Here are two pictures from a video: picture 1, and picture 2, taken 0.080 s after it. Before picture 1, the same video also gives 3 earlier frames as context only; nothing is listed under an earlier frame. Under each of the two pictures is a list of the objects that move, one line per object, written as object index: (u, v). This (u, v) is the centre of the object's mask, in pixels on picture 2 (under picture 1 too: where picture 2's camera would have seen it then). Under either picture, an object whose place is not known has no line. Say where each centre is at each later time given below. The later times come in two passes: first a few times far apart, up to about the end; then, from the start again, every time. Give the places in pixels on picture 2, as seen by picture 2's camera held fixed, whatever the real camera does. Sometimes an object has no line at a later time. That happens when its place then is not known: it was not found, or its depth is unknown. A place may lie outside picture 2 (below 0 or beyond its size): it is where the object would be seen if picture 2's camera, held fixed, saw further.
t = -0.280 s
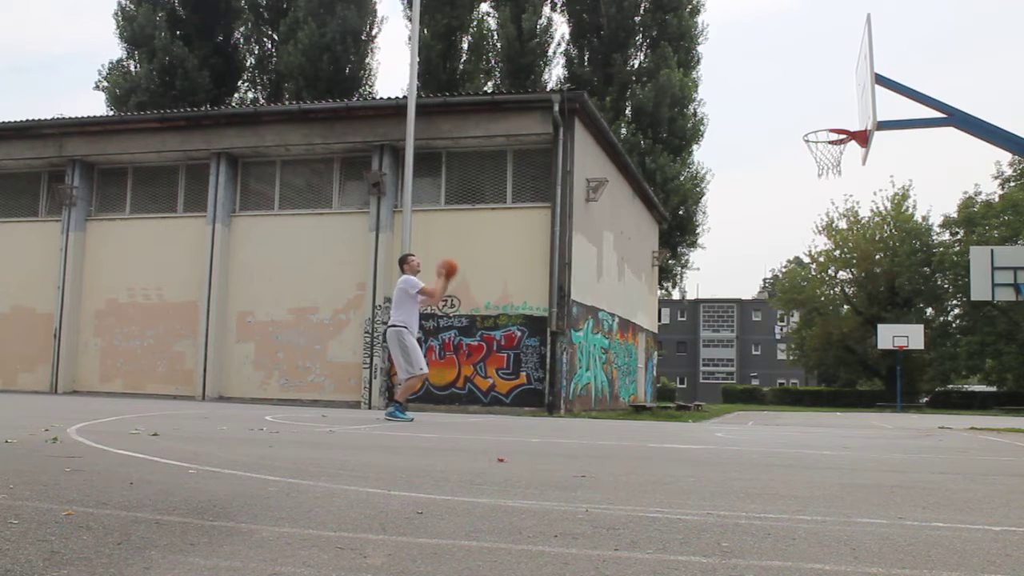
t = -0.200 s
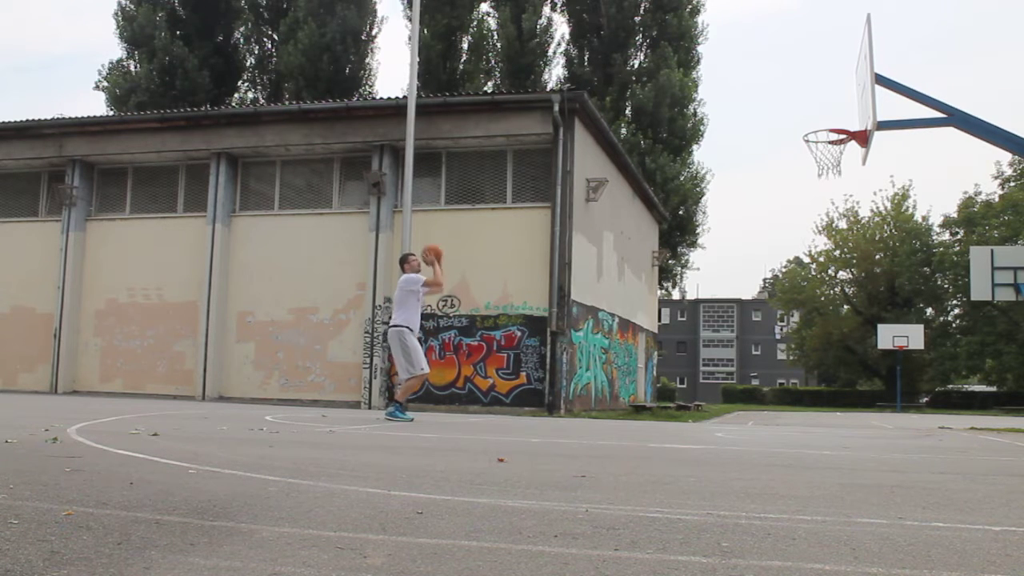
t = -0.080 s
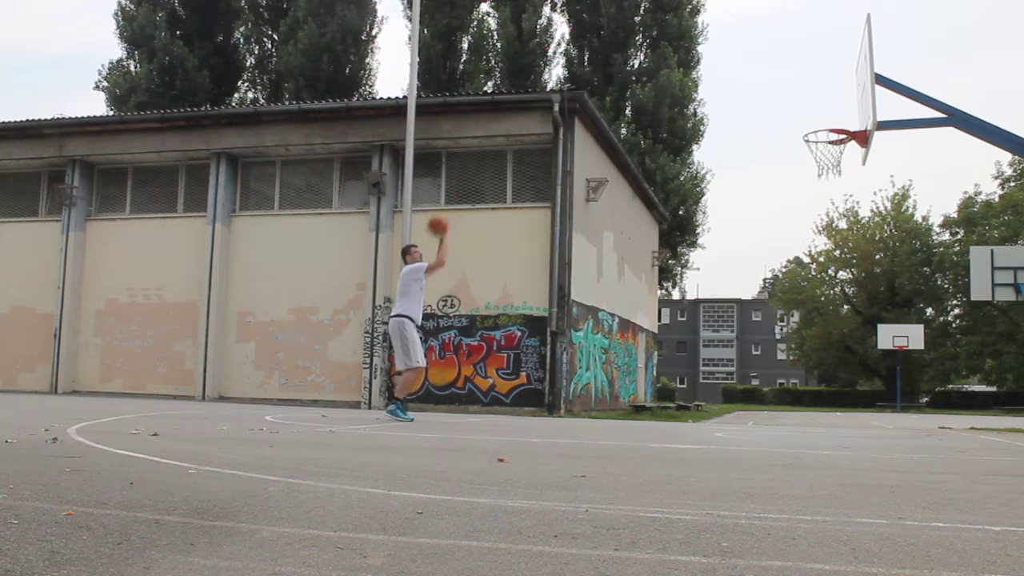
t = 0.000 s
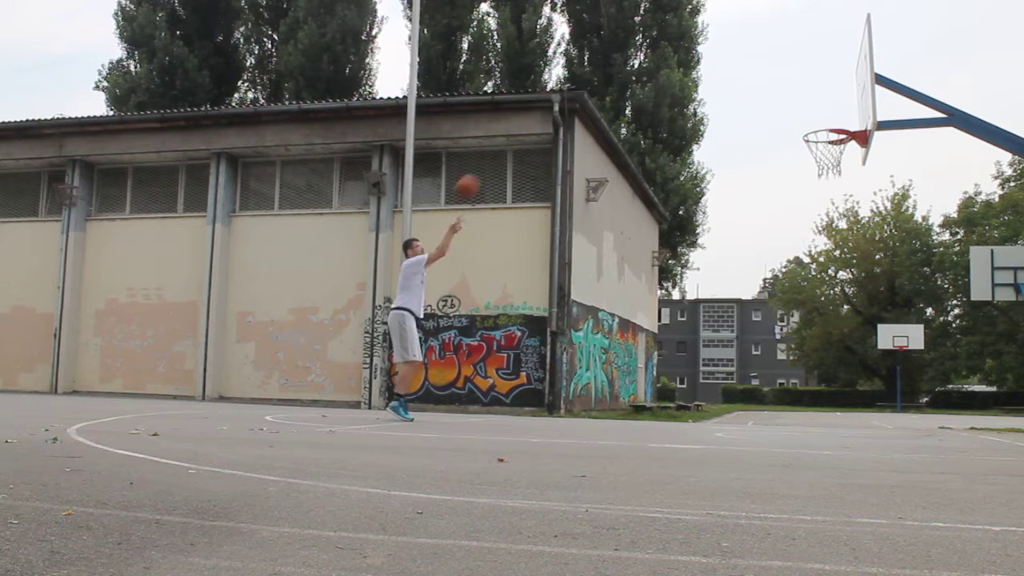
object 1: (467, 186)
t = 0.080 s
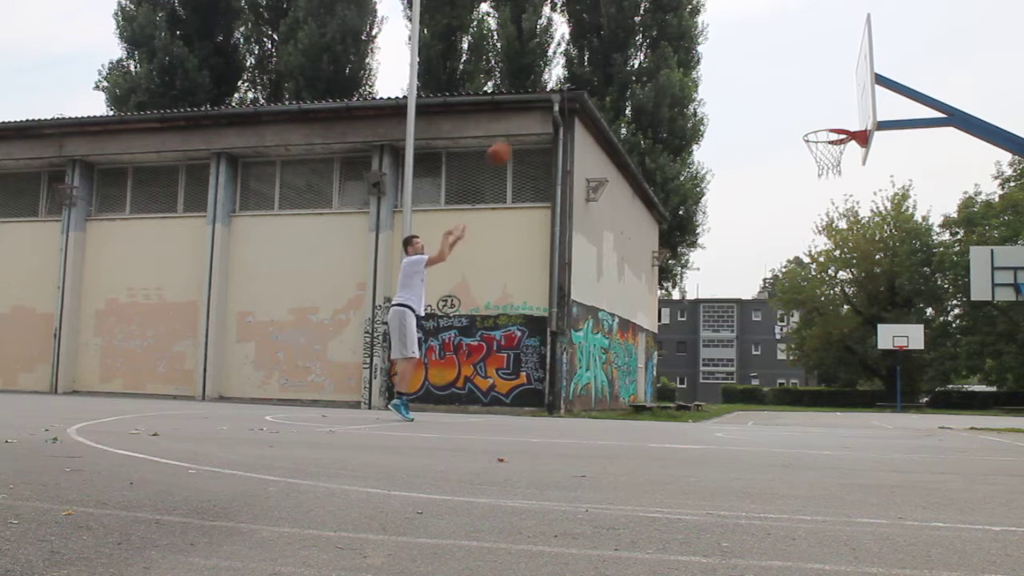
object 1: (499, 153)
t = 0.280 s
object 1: (576, 95)
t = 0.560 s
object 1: (687, 68)
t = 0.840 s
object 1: (804, 115)
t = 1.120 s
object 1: (818, 154)
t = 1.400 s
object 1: (830, 163)
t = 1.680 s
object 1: (850, 209)
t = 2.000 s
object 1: (873, 362)
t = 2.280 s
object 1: (884, 341)
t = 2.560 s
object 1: (895, 267)
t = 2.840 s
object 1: (906, 275)
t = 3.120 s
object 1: (919, 369)
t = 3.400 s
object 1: (932, 364)
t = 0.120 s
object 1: (514, 140)
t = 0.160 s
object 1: (530, 125)
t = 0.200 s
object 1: (546, 113)
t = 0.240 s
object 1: (562, 103)
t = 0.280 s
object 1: (576, 95)
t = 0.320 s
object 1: (593, 87)
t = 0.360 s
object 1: (609, 80)
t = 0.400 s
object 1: (624, 76)
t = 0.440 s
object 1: (641, 72)
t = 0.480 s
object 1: (656, 69)
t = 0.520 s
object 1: (672, 68)
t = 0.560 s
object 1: (687, 68)
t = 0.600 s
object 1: (704, 71)
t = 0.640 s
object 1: (720, 75)
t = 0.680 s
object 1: (737, 80)
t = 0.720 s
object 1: (754, 86)
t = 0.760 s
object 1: (770, 94)
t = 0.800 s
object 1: (787, 103)
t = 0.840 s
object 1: (804, 115)
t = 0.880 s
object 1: (821, 127)
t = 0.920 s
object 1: (832, 139)
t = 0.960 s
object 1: (837, 144)
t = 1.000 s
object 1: (835, 146)
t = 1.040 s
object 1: (830, 149)
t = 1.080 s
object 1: (823, 152)
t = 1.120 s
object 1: (818, 154)
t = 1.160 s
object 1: (815, 156)
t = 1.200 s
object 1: (815, 157)
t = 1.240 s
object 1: (817, 158)
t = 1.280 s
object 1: (819, 159)
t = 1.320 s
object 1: (822, 161)
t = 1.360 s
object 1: (826, 162)
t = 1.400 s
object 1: (830, 163)
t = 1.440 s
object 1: (833, 165)
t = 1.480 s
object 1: (836, 169)
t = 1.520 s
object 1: (838, 173)
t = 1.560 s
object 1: (841, 180)
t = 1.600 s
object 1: (844, 188)
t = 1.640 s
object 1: (847, 197)
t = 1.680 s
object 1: (850, 209)
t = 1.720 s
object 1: (853, 222)
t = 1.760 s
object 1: (856, 236)
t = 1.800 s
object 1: (859, 252)
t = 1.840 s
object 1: (862, 270)
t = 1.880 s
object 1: (865, 290)
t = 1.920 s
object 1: (868, 311)
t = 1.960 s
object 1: (869, 335)
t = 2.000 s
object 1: (873, 362)
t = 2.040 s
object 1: (876, 389)
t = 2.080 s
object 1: (878, 416)
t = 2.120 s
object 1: (881, 414)
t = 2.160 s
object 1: (882, 394)
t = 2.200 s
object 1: (883, 374)
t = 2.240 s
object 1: (884, 358)
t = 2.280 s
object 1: (884, 341)
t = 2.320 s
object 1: (887, 323)
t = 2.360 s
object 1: (888, 311)
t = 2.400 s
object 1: (890, 299)
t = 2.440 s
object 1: (891, 289)
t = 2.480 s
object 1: (892, 280)
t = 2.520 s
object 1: (894, 273)
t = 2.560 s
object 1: (895, 267)
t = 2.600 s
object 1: (896, 264)
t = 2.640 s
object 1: (898, 262)
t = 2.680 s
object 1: (899, 261)
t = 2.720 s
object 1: (900, 261)
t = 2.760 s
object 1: (902, 264)
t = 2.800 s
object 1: (904, 268)
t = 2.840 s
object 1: (906, 275)
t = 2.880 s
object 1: (908, 282)
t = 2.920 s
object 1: (909, 292)
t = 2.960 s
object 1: (911, 303)
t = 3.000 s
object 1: (913, 316)
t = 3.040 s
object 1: (915, 331)
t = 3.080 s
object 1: (918, 353)
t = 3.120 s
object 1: (919, 369)
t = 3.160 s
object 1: (920, 392)
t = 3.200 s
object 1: (922, 413)
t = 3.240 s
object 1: (924, 428)
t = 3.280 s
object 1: (926, 408)
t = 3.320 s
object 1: (929, 393)
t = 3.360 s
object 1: (930, 377)
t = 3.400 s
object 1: (932, 364)
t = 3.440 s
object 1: (934, 352)
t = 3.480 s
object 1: (937, 342)
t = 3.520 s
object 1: (939, 334)
